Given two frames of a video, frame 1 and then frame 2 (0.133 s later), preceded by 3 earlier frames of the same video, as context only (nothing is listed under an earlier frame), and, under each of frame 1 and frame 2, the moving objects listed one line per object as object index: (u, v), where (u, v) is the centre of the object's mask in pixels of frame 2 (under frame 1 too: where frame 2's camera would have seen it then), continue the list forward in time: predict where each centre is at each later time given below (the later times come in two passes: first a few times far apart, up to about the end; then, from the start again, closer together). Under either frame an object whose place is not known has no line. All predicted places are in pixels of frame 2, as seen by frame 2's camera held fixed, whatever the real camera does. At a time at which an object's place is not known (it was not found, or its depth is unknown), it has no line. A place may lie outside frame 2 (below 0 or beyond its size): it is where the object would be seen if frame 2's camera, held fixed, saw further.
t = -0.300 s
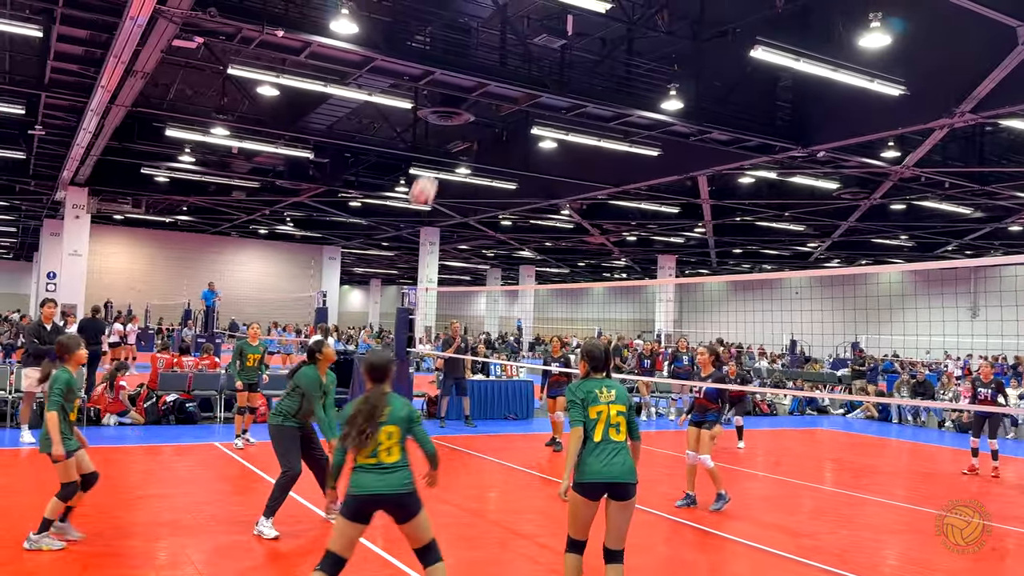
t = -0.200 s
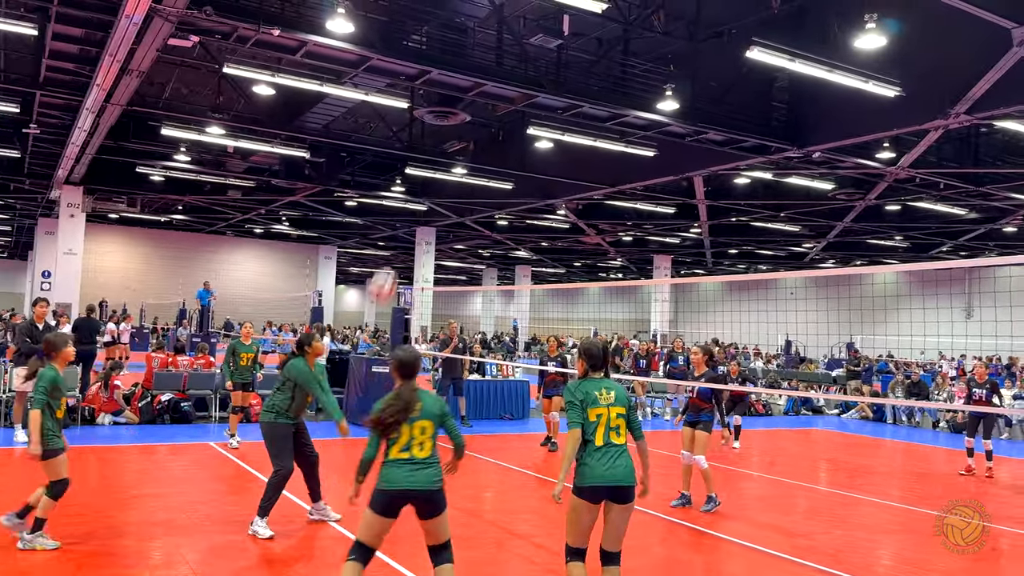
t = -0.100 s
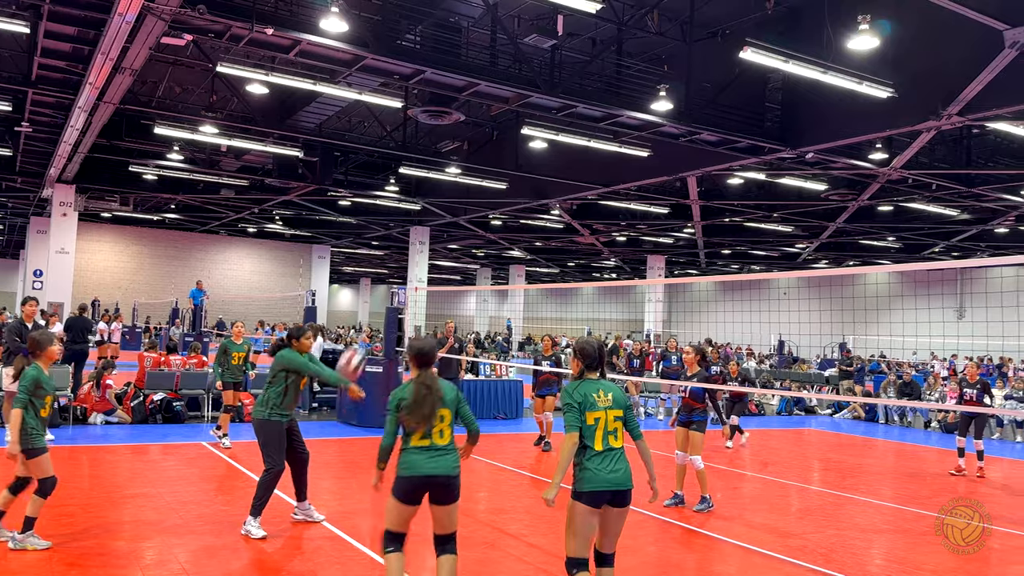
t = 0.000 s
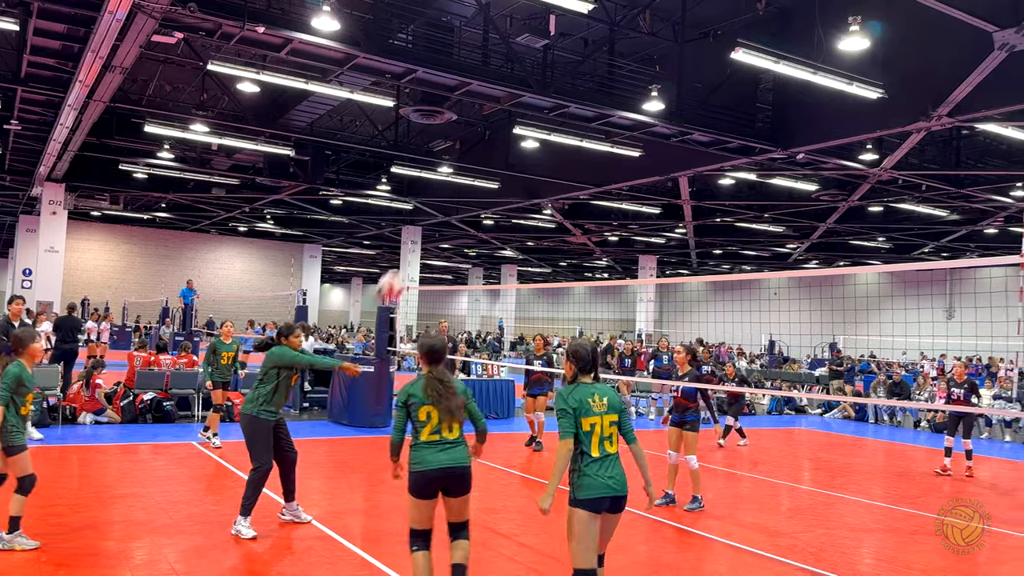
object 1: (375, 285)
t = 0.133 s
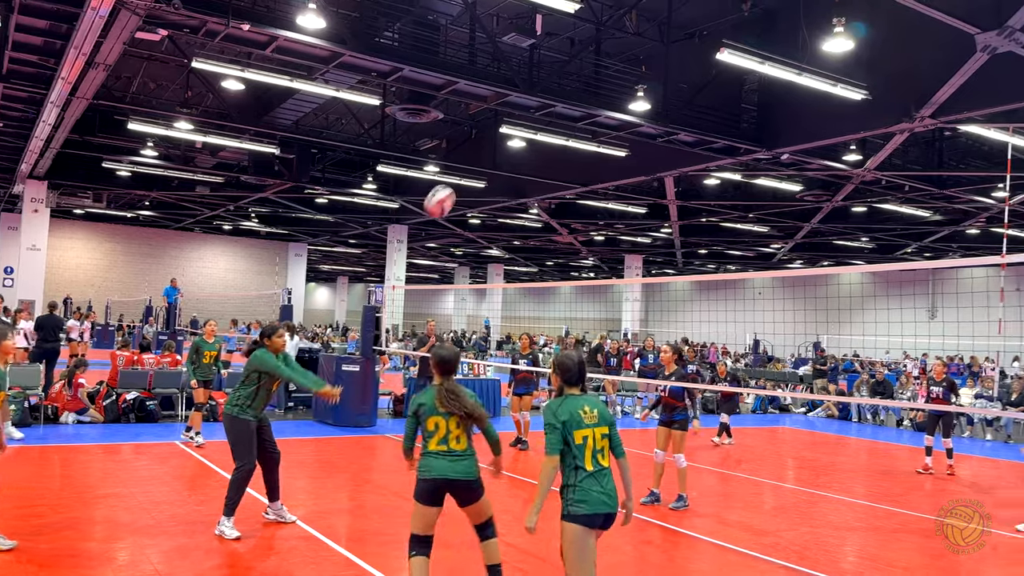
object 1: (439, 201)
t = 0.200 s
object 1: (471, 166)
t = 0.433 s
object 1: (580, 88)
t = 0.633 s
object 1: (673, 74)
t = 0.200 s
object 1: (471, 166)
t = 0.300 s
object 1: (518, 123)
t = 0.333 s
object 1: (534, 114)
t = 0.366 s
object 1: (549, 104)
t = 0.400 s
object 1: (565, 95)
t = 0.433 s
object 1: (580, 88)
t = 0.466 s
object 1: (596, 82)
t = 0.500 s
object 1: (612, 78)
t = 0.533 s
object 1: (628, 75)
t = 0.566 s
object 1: (642, 73)
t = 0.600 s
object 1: (657, 73)
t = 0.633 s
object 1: (673, 74)
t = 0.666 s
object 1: (689, 77)
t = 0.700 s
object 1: (704, 82)
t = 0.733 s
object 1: (719, 87)
